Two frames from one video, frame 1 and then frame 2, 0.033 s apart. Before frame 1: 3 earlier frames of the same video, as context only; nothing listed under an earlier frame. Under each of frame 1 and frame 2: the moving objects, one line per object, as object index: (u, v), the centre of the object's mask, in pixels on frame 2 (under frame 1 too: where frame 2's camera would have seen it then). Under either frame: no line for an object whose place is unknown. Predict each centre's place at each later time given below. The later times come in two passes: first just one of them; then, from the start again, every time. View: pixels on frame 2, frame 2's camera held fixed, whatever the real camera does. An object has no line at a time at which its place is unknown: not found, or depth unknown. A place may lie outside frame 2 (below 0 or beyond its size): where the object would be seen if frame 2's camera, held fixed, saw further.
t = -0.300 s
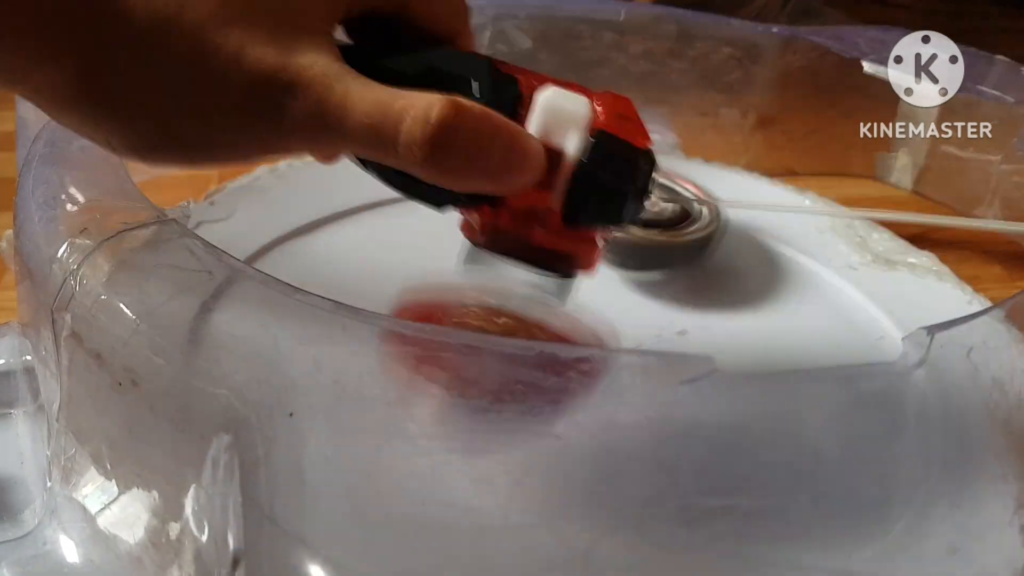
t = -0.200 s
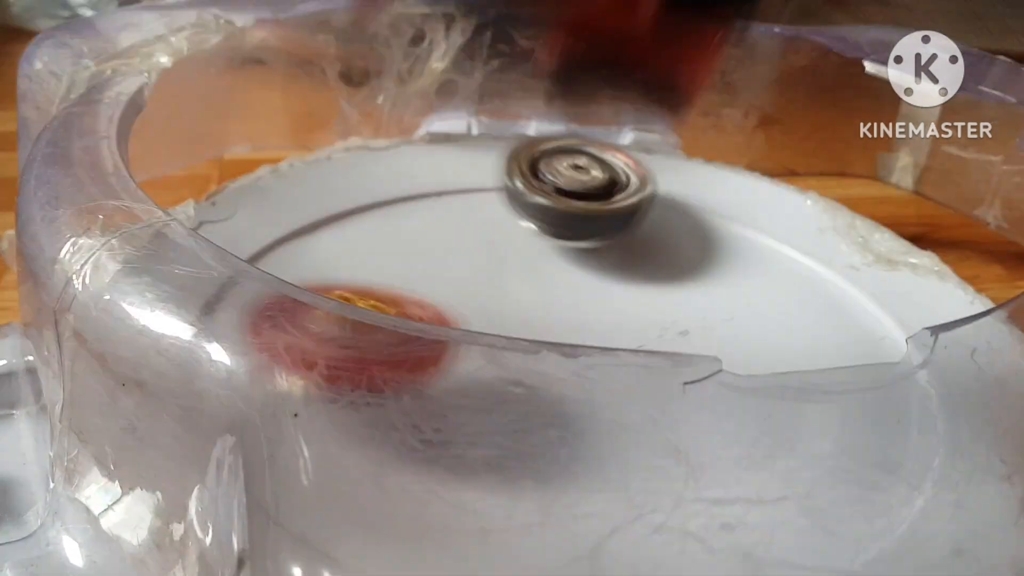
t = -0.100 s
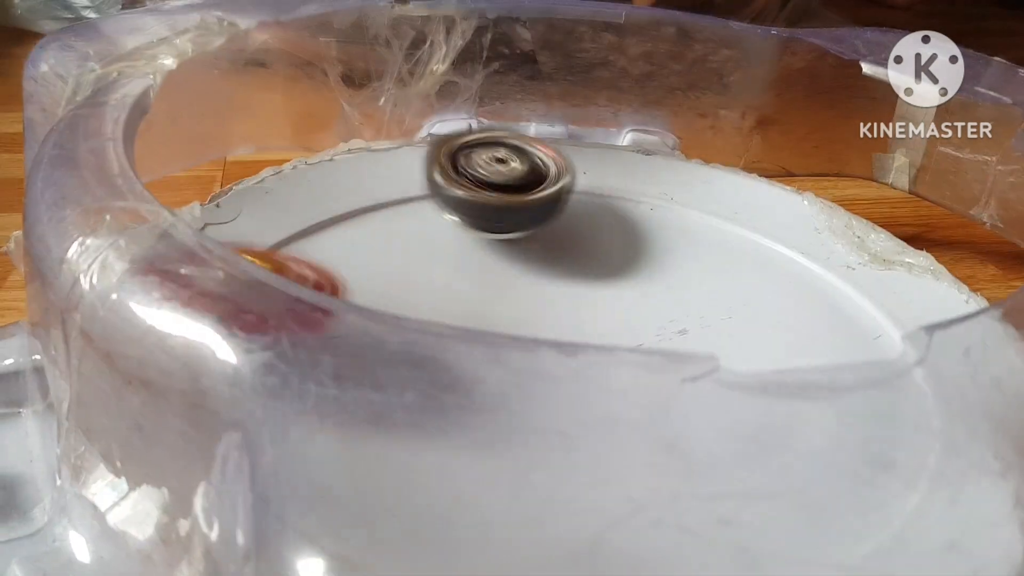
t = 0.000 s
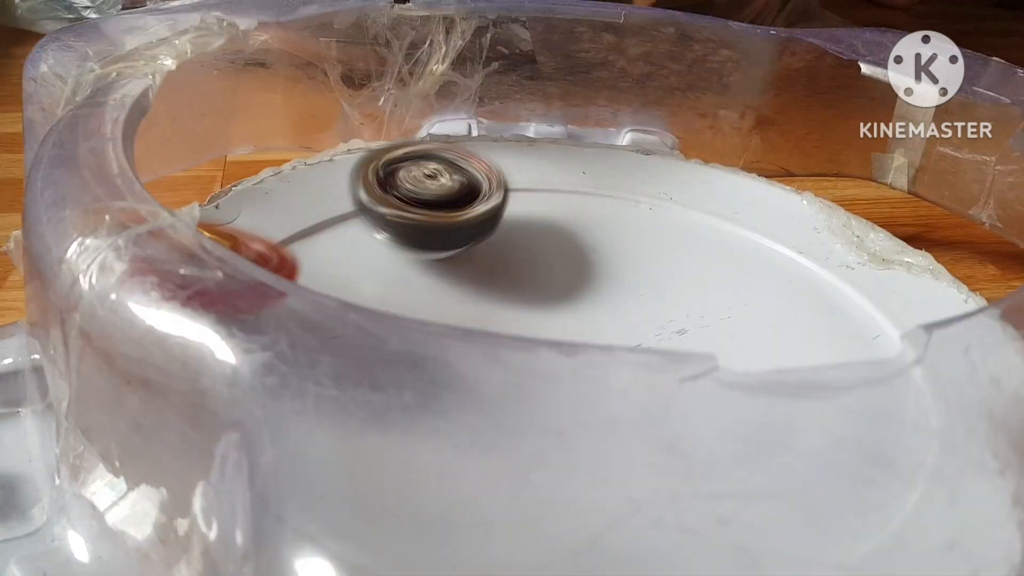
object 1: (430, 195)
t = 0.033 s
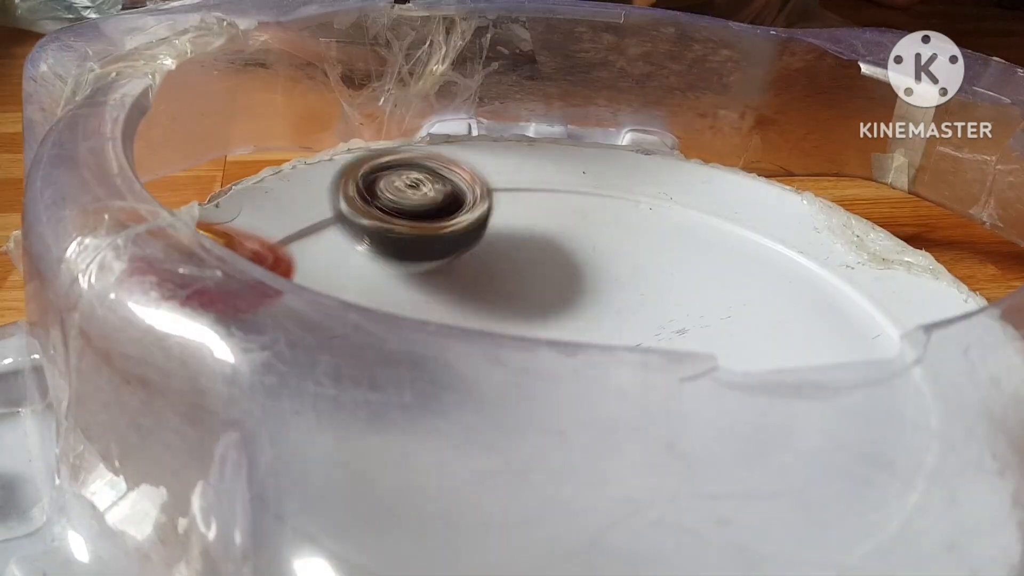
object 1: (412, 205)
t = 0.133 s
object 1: (389, 252)
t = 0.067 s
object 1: (399, 219)
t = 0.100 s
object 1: (391, 235)
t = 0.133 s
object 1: (389, 252)
